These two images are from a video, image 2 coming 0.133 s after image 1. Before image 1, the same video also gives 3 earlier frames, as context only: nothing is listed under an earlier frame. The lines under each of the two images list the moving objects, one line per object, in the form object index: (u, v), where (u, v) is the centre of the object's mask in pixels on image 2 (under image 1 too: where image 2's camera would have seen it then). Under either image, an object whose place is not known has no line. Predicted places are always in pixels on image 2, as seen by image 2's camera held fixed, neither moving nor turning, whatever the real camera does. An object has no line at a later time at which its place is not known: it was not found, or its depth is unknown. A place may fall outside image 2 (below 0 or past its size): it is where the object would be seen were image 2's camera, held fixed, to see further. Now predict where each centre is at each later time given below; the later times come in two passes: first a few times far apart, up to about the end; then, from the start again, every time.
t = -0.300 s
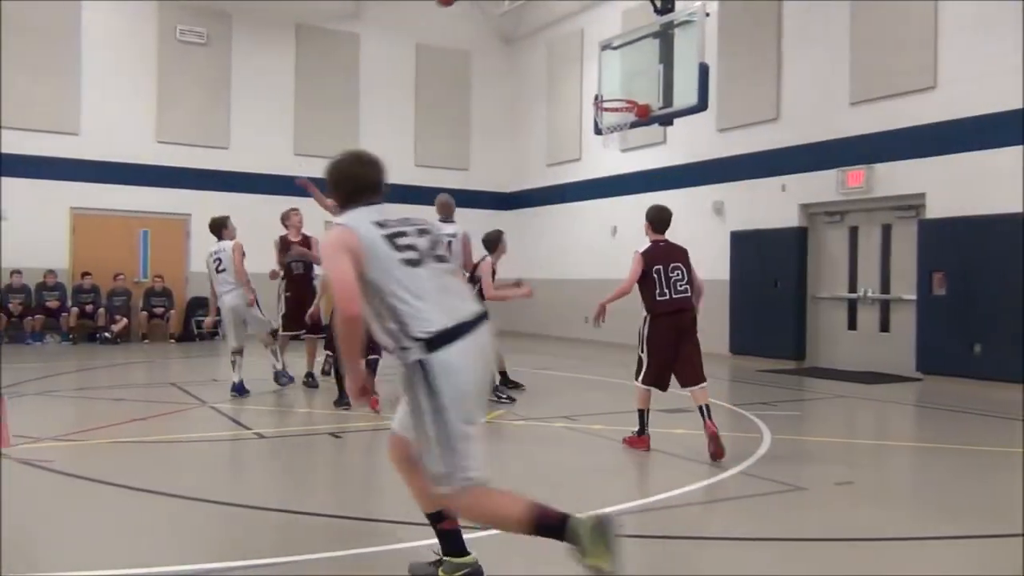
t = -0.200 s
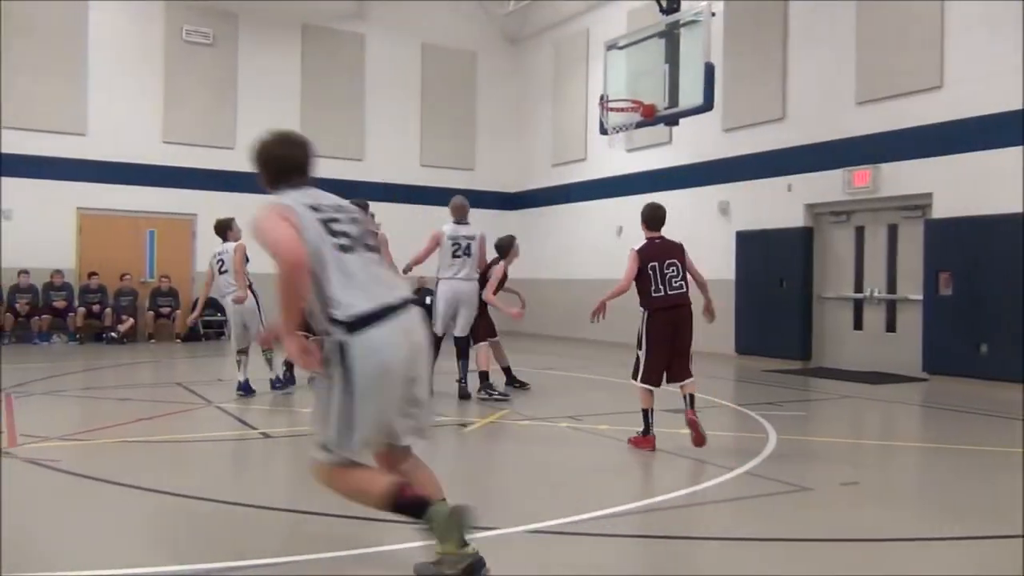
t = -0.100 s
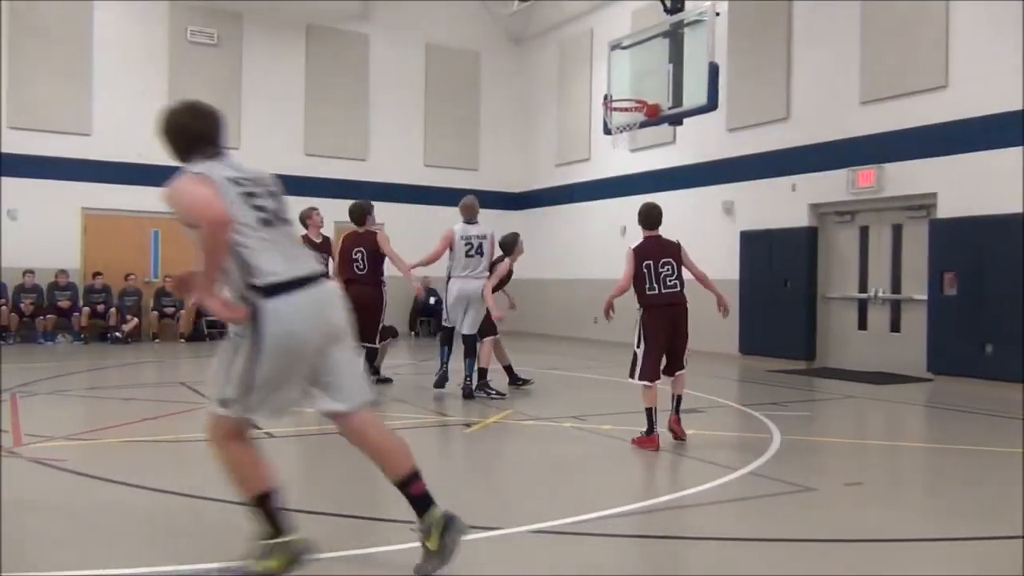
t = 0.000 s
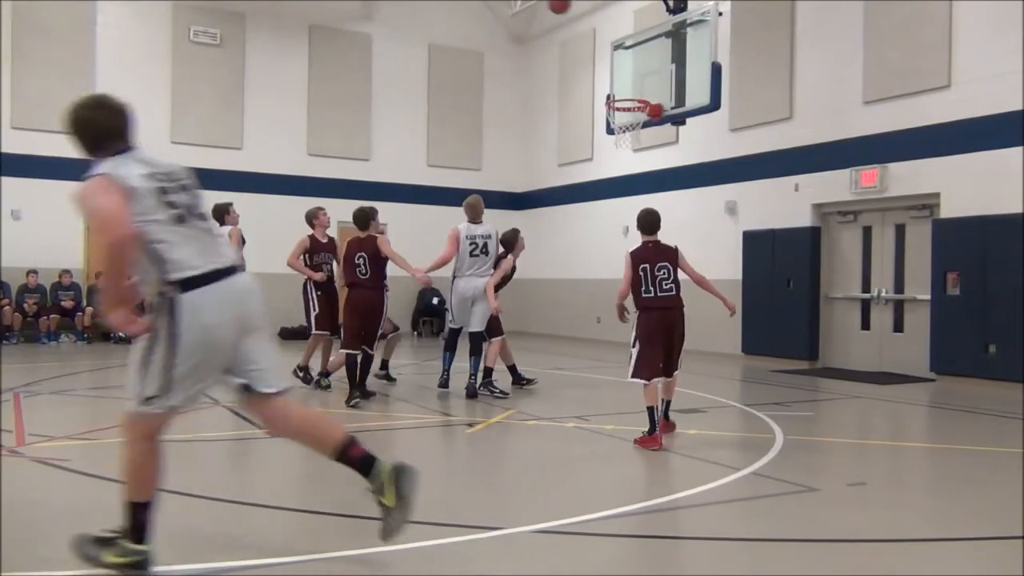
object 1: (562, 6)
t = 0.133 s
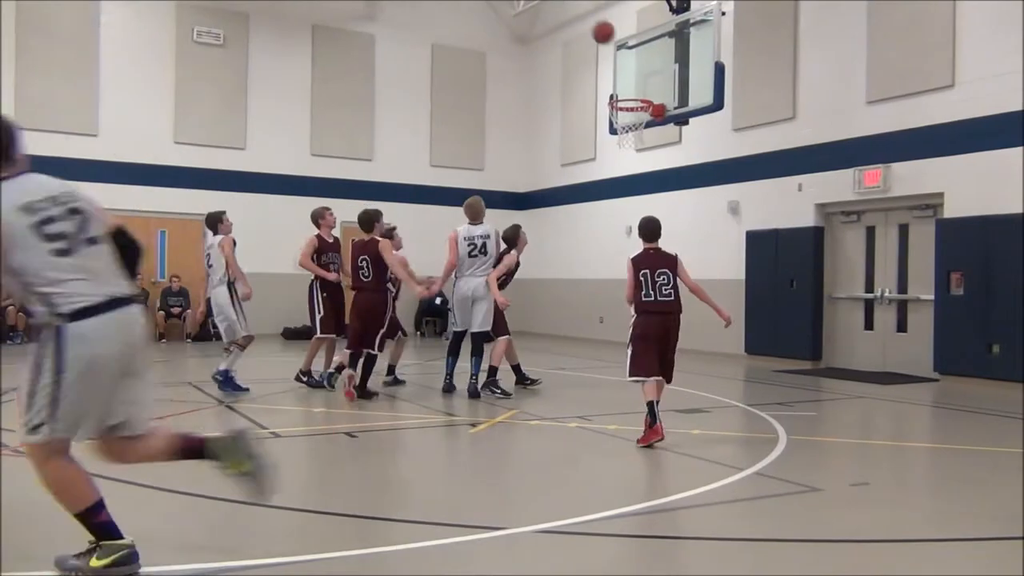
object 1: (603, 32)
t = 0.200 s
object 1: (623, 53)
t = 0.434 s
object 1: (679, 68)
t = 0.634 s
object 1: (669, 54)
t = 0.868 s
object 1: (655, 87)
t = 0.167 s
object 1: (613, 42)
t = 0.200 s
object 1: (623, 53)
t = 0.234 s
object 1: (633, 64)
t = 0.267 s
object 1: (642, 77)
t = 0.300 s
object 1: (651, 90)
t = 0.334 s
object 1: (660, 85)
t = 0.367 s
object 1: (670, 79)
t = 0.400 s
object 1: (679, 74)
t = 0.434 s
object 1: (679, 68)
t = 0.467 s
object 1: (677, 63)
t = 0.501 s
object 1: (676, 59)
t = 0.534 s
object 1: (675, 56)
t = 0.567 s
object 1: (673, 55)
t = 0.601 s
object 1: (671, 54)
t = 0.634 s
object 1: (669, 54)
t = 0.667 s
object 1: (667, 55)
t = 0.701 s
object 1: (666, 57)
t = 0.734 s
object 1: (664, 61)
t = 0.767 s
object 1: (662, 66)
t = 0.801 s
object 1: (660, 71)
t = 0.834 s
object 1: (657, 79)
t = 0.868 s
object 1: (655, 87)
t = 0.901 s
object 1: (653, 96)
